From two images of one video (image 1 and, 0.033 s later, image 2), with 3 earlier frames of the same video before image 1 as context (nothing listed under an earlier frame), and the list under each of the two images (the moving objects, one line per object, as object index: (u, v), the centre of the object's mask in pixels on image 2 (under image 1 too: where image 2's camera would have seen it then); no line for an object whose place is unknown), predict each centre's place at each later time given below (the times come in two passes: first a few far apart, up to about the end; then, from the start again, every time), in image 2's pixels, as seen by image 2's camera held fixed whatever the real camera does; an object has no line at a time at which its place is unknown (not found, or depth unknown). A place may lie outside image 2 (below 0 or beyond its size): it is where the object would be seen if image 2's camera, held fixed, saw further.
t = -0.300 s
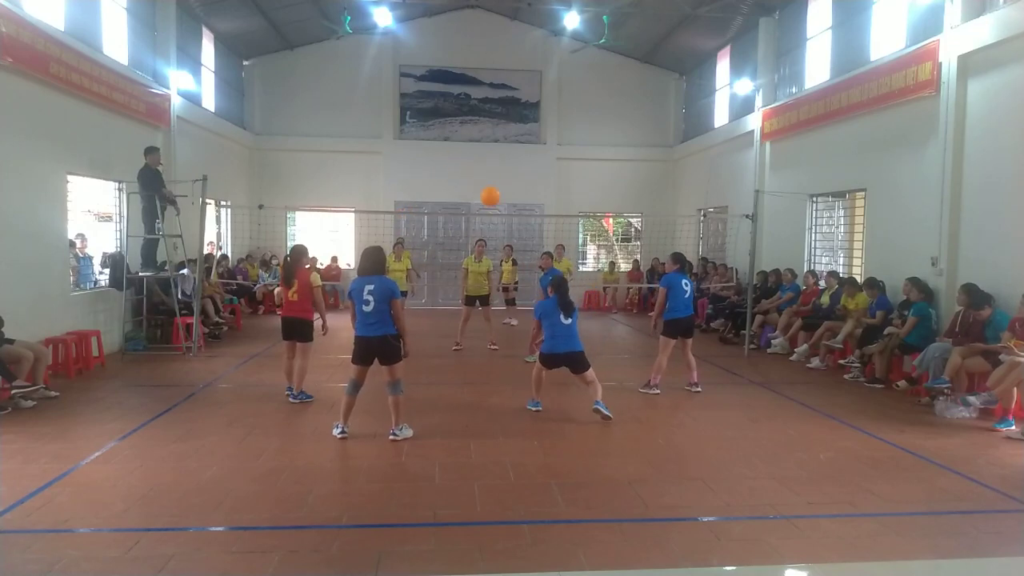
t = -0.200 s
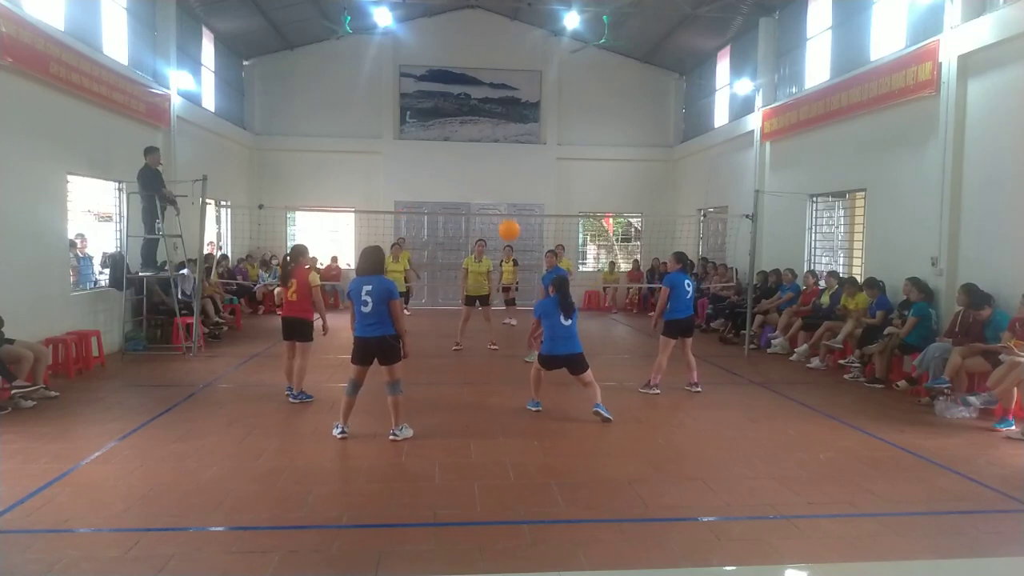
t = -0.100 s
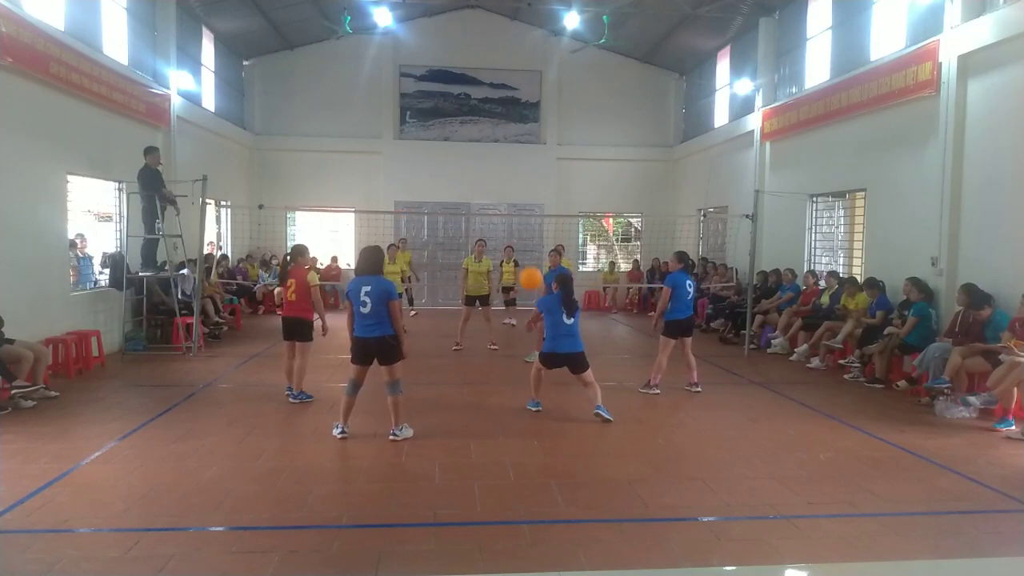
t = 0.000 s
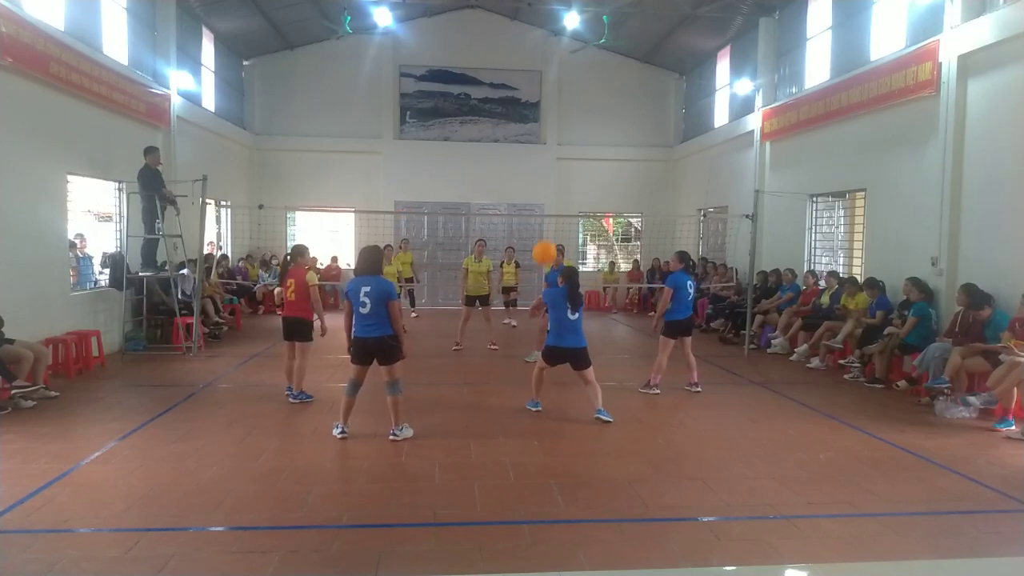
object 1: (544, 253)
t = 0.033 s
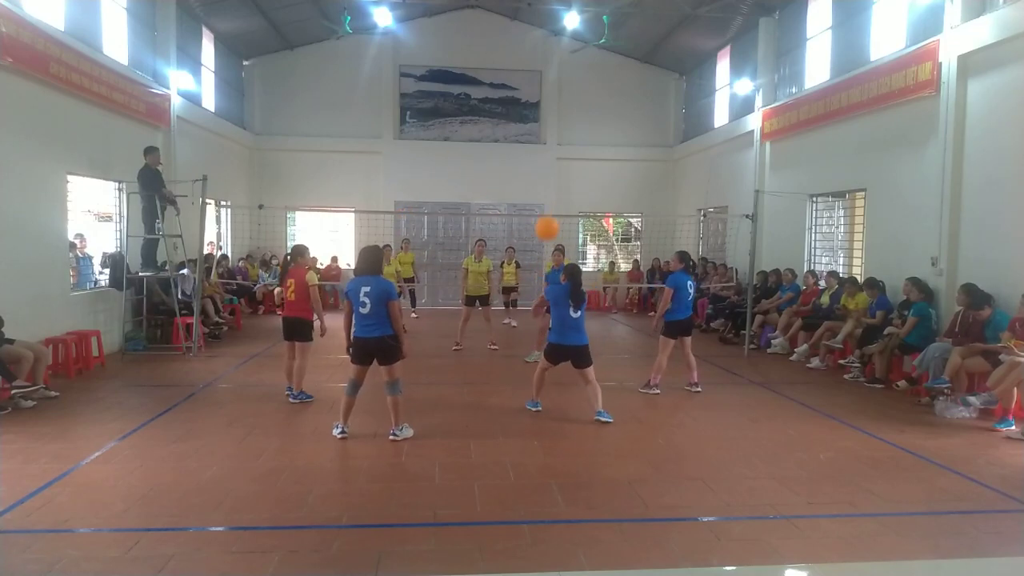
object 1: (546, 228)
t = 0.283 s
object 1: (562, 87)
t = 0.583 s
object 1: (574, 12)
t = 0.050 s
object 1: (548, 217)
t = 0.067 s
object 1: (549, 205)
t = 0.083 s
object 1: (550, 194)
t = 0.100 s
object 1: (552, 183)
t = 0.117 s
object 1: (553, 172)
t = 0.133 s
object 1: (554, 163)
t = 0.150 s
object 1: (555, 153)
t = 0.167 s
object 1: (557, 143)
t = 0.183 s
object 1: (557, 134)
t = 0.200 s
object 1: (558, 126)
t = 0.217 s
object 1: (559, 117)
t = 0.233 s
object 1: (560, 109)
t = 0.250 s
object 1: (561, 102)
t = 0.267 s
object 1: (562, 94)
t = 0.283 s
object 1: (562, 87)
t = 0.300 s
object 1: (563, 81)
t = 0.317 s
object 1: (564, 74)
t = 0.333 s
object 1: (564, 68)
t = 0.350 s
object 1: (565, 63)
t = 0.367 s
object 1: (566, 57)
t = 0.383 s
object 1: (566, 52)
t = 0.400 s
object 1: (567, 47)
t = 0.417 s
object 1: (568, 43)
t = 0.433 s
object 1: (568, 40)
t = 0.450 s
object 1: (569, 36)
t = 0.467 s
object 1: (570, 31)
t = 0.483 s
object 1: (570, 27)
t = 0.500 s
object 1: (571, 24)
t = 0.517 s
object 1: (572, 21)
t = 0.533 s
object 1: (572, 18)
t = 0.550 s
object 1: (573, 16)
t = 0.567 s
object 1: (574, 14)
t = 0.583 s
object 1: (574, 12)
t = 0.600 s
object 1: (575, 10)
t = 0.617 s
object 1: (576, 9)
